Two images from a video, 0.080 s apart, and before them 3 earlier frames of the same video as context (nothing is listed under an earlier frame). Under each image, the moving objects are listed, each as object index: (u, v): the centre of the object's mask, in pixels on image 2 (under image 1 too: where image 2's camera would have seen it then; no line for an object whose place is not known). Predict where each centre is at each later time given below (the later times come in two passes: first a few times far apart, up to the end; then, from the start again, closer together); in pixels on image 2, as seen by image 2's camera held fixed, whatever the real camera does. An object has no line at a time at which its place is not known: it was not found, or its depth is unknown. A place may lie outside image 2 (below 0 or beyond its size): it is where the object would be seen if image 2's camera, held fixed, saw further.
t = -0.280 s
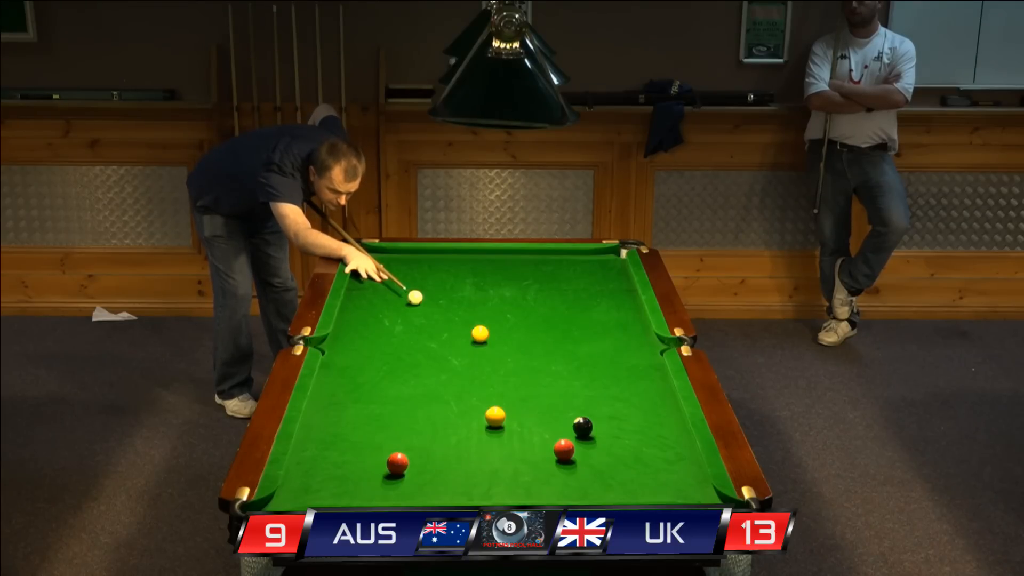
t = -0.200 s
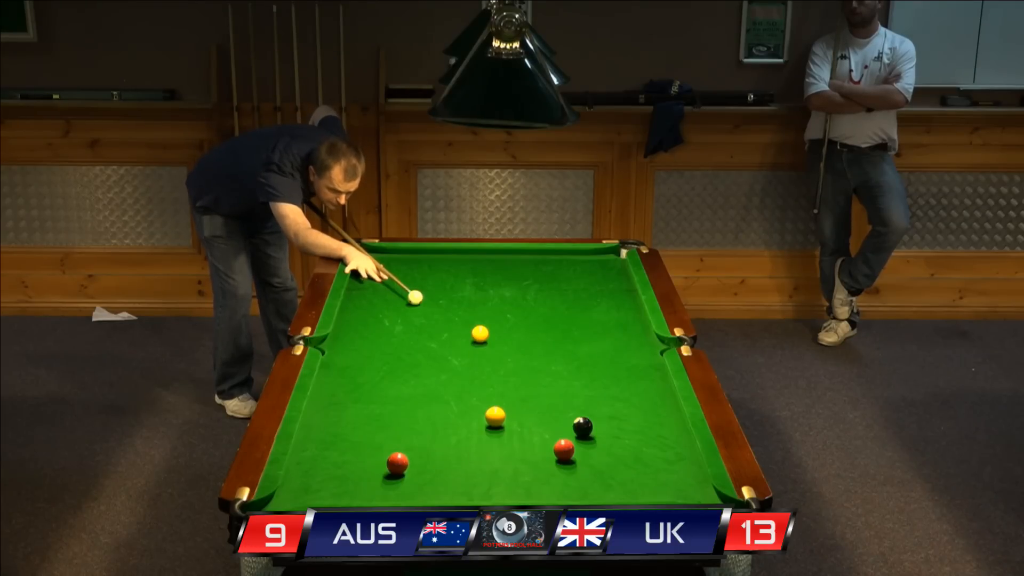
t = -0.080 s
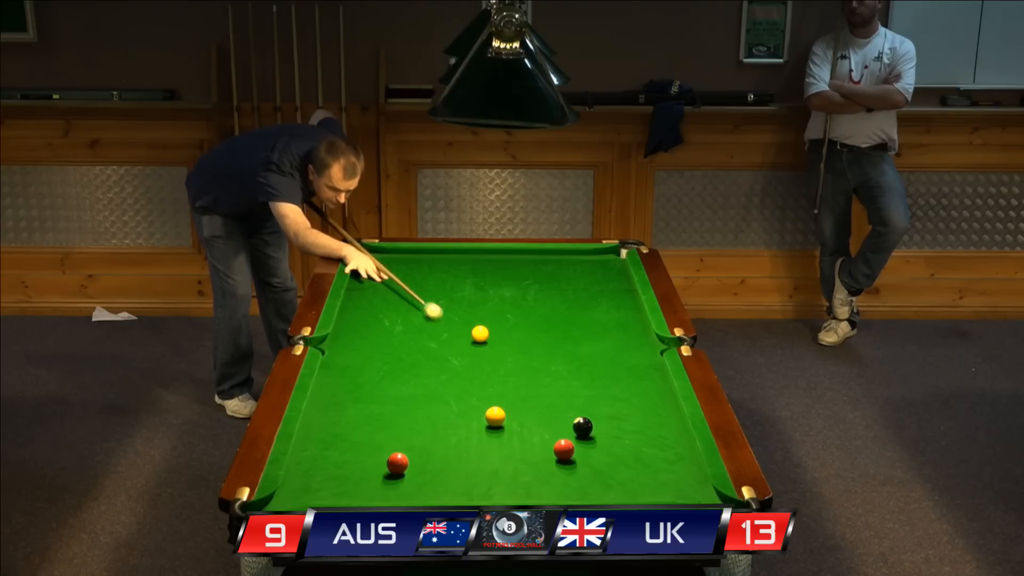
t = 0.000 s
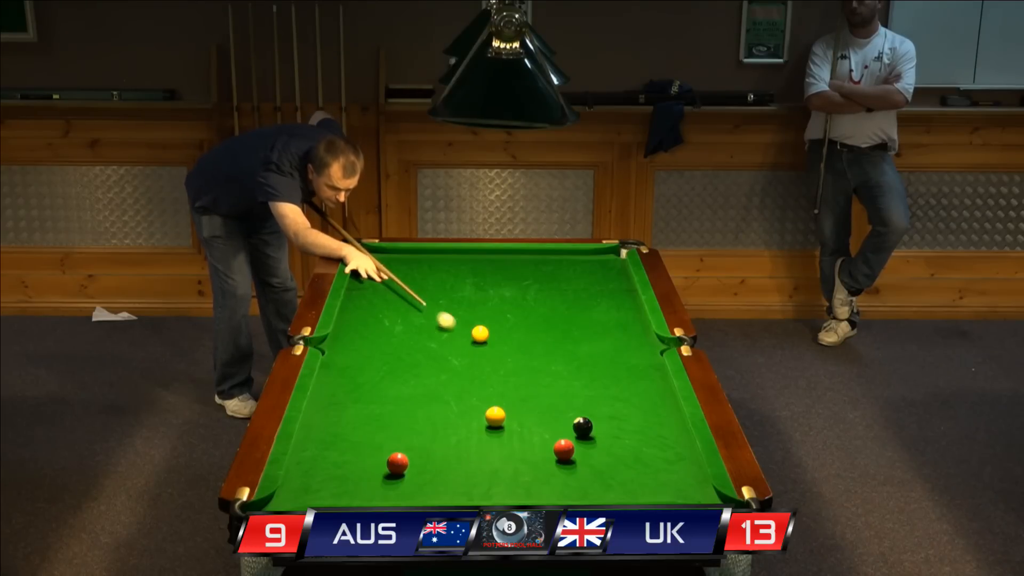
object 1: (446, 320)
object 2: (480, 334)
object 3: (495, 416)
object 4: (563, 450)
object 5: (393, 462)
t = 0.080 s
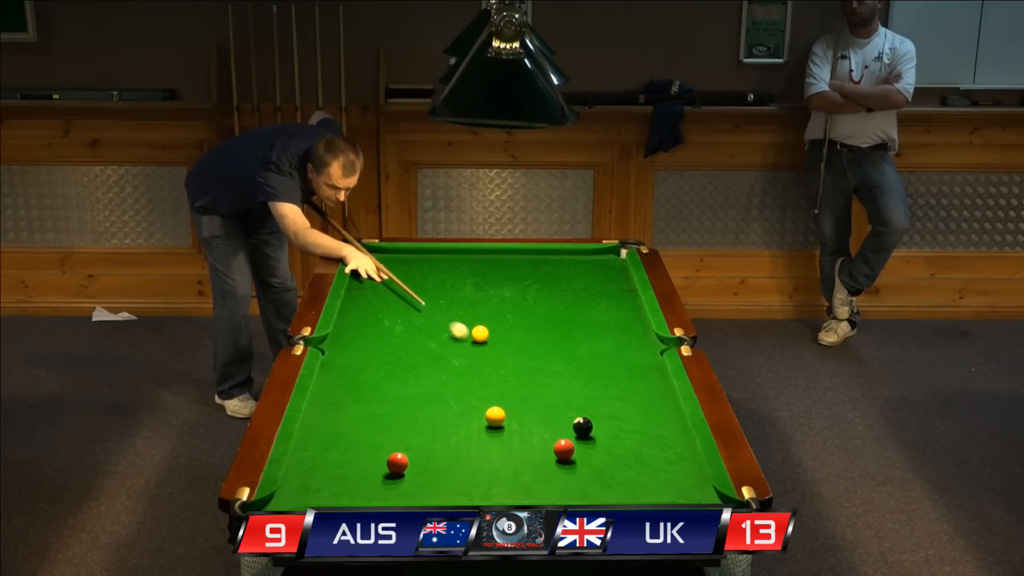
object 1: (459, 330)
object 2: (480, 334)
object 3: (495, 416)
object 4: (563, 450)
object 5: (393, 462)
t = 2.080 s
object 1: (385, 461)
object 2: (618, 337)
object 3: (567, 447)
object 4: (632, 485)
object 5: (346, 493)
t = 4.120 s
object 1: (384, 461)
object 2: (630, 338)
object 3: (567, 447)
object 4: (666, 495)
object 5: (329, 477)
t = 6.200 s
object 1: (385, 461)
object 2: (630, 338)
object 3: (567, 447)
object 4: (666, 495)
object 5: (329, 477)
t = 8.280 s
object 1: (385, 461)
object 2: (630, 338)
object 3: (567, 447)
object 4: (666, 494)
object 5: (329, 477)
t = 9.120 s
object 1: (385, 461)
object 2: (630, 338)
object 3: (567, 447)
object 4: (666, 494)
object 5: (329, 477)
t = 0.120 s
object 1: (463, 335)
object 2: (482, 333)
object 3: (495, 416)
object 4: (563, 450)
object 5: (393, 462)
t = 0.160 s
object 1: (464, 340)
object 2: (487, 334)
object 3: (495, 416)
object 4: (563, 450)
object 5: (393, 462)
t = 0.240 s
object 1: (467, 351)
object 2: (495, 334)
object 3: (495, 416)
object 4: (563, 450)
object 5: (393, 462)
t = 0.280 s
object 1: (468, 356)
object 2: (499, 334)
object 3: (495, 416)
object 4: (563, 450)
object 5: (393, 462)
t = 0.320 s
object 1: (470, 362)
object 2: (503, 334)
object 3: (495, 416)
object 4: (563, 450)
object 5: (393, 462)
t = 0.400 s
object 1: (473, 373)
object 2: (511, 334)
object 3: (495, 416)
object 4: (563, 450)
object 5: (393, 462)
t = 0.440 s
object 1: (474, 378)
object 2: (515, 334)
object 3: (495, 416)
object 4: (563, 450)
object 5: (393, 462)
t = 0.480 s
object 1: (475, 384)
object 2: (518, 334)
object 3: (495, 416)
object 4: (563, 450)
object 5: (393, 462)
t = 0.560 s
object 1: (478, 397)
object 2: (525, 334)
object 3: (495, 416)
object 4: (563, 450)
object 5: (393, 462)
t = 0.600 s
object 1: (480, 403)
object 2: (529, 334)
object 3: (495, 416)
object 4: (563, 450)
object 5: (393, 462)
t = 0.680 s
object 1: (476, 414)
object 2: (536, 335)
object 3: (501, 418)
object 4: (563, 450)
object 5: (393, 462)
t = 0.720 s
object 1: (470, 417)
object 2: (540, 335)
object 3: (507, 421)
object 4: (563, 450)
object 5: (393, 462)
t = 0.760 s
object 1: (465, 420)
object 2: (543, 335)
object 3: (512, 423)
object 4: (563, 450)
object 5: (393, 462)
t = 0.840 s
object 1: (454, 427)
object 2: (549, 335)
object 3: (522, 428)
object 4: (563, 450)
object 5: (393, 462)
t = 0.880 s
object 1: (449, 430)
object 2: (553, 335)
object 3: (528, 431)
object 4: (563, 450)
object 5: (393, 462)
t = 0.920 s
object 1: (444, 434)
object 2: (555, 335)
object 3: (533, 433)
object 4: (563, 450)
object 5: (393, 462)
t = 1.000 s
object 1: (433, 440)
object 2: (562, 336)
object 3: (543, 438)
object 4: (564, 449)
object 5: (393, 462)
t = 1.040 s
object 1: (427, 443)
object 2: (564, 336)
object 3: (548, 440)
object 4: (564, 449)
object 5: (393, 462)
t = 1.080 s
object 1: (422, 447)
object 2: (567, 336)
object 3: (550, 441)
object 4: (567, 451)
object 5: (393, 462)
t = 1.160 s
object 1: (412, 453)
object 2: (573, 336)
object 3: (553, 443)
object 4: (573, 454)
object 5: (394, 462)
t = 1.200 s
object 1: (409, 454)
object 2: (576, 336)
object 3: (555, 443)
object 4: (576, 456)
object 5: (392, 463)
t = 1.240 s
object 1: (407, 454)
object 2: (578, 336)
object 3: (556, 444)
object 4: (579, 457)
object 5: (390, 465)
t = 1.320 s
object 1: (403, 456)
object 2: (583, 336)
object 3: (558, 444)
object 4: (585, 460)
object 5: (384, 469)
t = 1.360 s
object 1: (401, 457)
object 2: (586, 336)
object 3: (559, 445)
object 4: (588, 462)
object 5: (381, 472)
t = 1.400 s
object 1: (399, 457)
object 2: (588, 336)
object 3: (560, 445)
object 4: (591, 463)
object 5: (379, 474)
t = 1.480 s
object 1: (397, 458)
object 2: (592, 336)
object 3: (562, 446)
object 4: (596, 466)
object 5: (373, 479)
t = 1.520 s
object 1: (395, 458)
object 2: (595, 337)
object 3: (563, 446)
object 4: (599, 468)
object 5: (370, 481)
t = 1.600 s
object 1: (393, 459)
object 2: (598, 337)
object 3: (564, 446)
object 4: (604, 471)
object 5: (365, 485)
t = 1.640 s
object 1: (392, 459)
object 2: (600, 337)
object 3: (565, 446)
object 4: (606, 472)
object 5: (362, 487)
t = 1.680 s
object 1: (391, 459)
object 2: (602, 337)
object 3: (565, 447)
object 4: (609, 473)
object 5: (364, 490)
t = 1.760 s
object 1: (389, 460)
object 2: (606, 337)
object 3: (566, 447)
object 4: (614, 476)
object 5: (359, 493)
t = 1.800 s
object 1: (389, 460)
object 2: (608, 337)
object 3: (566, 447)
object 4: (616, 477)
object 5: (357, 494)
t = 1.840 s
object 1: (388, 460)
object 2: (609, 337)
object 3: (567, 447)
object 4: (619, 479)
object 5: (354, 495)
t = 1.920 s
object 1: (387, 461)
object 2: (612, 337)
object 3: (567, 447)
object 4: (623, 481)
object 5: (350, 496)
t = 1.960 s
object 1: (386, 461)
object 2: (614, 337)
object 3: (567, 447)
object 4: (626, 482)
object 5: (349, 495)
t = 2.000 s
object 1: (386, 461)
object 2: (615, 337)
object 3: (567, 447)
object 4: (628, 483)
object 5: (348, 495)
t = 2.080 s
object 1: (385, 461)
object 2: (618, 337)
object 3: (567, 447)
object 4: (632, 485)
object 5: (346, 493)
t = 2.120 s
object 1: (385, 461)
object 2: (619, 337)
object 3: (567, 447)
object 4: (634, 487)
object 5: (345, 493)
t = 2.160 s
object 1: (385, 461)
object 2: (620, 338)
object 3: (567, 447)
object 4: (636, 487)
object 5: (343, 492)
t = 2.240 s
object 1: (384, 461)
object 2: (622, 338)
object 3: (567, 447)
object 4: (640, 489)
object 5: (342, 491)
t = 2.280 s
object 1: (384, 461)
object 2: (623, 338)
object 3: (567, 447)
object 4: (642, 490)
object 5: (340, 490)
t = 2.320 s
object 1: (384, 461)
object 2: (624, 338)
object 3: (567, 447)
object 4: (644, 491)
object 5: (340, 489)
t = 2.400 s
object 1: (384, 461)
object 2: (626, 338)
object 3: (567, 447)
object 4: (648, 492)
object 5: (338, 488)
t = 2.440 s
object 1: (384, 461)
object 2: (627, 338)
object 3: (567, 447)
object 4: (649, 492)
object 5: (337, 486)
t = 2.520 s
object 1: (384, 461)
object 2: (628, 338)
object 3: (567, 447)
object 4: (653, 493)
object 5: (336, 485)
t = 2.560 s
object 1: (384, 461)
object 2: (629, 338)
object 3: (567, 447)
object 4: (654, 494)
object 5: (335, 484)
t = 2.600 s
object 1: (384, 461)
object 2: (629, 338)
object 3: (567, 447)
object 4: (656, 494)
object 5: (334, 483)
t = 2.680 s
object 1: (384, 461)
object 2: (630, 338)
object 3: (567, 447)
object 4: (659, 495)
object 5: (333, 482)
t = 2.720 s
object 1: (384, 461)
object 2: (630, 338)
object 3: (567, 447)
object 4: (660, 496)
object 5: (332, 481)
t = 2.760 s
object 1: (384, 461)
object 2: (631, 338)
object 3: (567, 447)
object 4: (662, 496)
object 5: (332, 481)
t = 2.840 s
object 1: (384, 461)
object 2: (631, 338)
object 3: (567, 447)
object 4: (663, 496)
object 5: (331, 480)
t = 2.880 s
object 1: (384, 461)
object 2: (631, 338)
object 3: (567, 447)
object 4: (663, 495)
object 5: (331, 479)
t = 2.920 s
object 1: (384, 461)
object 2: (631, 338)
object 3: (567, 447)
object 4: (664, 495)
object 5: (330, 479)
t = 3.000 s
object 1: (384, 461)
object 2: (630, 338)
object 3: (567, 447)
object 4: (665, 495)
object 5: (330, 478)
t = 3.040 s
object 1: (384, 461)
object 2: (631, 338)
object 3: (567, 447)
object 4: (665, 495)
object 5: (329, 478)
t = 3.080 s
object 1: (384, 461)
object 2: (630, 338)
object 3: (567, 447)
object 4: (666, 495)
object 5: (329, 478)
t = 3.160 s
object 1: (384, 461)
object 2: (630, 338)
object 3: (567, 447)
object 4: (666, 495)
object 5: (329, 477)
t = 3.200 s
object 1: (384, 461)
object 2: (631, 338)
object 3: (567, 447)
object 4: (666, 495)
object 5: (328, 477)
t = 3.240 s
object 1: (384, 461)
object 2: (630, 338)
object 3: (567, 447)
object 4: (667, 495)
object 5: (328, 477)
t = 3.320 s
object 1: (384, 461)
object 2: (630, 338)
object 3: (567, 447)
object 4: (667, 495)
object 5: (328, 477)
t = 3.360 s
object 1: (384, 461)
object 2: (630, 338)
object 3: (567, 447)
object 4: (667, 494)
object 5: (328, 477)
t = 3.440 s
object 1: (384, 461)
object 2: (630, 338)
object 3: (567, 447)
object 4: (666, 495)
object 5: (328, 477)
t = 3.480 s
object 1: (384, 461)
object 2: (630, 338)
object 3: (567, 447)
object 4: (666, 495)
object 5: (328, 477)
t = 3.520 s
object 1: (384, 461)
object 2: (630, 338)
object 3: (567, 447)
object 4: (666, 495)
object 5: (328, 477)
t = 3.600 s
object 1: (384, 461)
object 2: (630, 338)
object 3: (567, 447)
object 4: (666, 495)
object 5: (329, 477)
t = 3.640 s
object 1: (384, 461)
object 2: (630, 338)
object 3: (567, 447)
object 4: (666, 494)
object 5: (329, 477)
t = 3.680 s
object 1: (384, 461)
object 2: (630, 338)
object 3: (567, 447)
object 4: (666, 495)
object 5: (329, 477)
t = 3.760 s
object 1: (384, 461)
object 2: (630, 338)
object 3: (567, 447)
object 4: (666, 495)
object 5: (329, 477)
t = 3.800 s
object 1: (384, 461)
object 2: (630, 338)
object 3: (567, 447)
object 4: (666, 495)
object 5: (329, 477)
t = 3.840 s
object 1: (384, 461)
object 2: (630, 338)
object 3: (567, 447)
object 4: (666, 495)
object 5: (329, 477)
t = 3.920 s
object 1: (385, 461)
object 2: (630, 338)
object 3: (567, 447)
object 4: (666, 495)
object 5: (329, 477)
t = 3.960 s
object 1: (385, 461)
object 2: (630, 338)
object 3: (567, 447)
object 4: (666, 495)
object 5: (329, 477)
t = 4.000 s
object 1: (385, 461)
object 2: (630, 338)
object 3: (567, 447)
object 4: (666, 495)
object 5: (329, 477)
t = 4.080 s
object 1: (385, 461)
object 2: (630, 338)
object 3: (567, 447)
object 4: (666, 495)
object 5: (329, 477)
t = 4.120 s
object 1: (384, 461)
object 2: (630, 338)
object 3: (567, 447)
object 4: (666, 495)
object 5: (329, 477)
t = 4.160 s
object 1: (385, 461)
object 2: (630, 338)
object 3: (567, 447)
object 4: (666, 495)
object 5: (329, 477)
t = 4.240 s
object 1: (385, 461)
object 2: (630, 338)
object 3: (567, 447)
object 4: (666, 495)
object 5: (329, 477)
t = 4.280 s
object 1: (385, 461)
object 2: (630, 338)
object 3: (567, 447)
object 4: (666, 495)
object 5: (329, 477)
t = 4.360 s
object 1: (385, 461)
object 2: (630, 338)
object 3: (567, 447)
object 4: (666, 495)
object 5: (329, 477)
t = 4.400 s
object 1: (385, 461)
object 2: (630, 338)
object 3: (567, 447)
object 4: (666, 495)
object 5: (329, 477)
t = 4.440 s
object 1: (385, 461)
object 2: (630, 338)
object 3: (567, 447)
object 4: (666, 495)
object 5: (329, 477)
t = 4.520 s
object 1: (385, 461)
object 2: (630, 338)
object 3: (567, 447)
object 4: (666, 495)
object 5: (329, 477)
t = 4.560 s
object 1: (384, 461)
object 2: (630, 338)
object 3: (567, 447)
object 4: (666, 495)
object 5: (329, 477)
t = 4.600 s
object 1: (385, 461)
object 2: (630, 338)
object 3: (567, 447)
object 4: (666, 495)
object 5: (329, 477)
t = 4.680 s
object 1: (385, 461)
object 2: (630, 338)
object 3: (567, 447)
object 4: (666, 495)
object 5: (329, 477)
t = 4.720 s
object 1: (384, 461)
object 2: (630, 338)
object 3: (567, 447)
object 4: (666, 495)
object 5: (329, 477)
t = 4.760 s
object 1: (385, 461)
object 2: (630, 338)
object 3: (567, 447)
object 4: (666, 495)
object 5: (329, 477)
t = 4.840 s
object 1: (385, 461)
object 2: (630, 338)
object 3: (567, 447)
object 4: (666, 495)
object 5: (329, 477)
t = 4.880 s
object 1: (385, 461)
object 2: (630, 338)
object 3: (567, 447)
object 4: (666, 495)
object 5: (329, 477)
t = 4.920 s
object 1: (385, 461)
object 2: (630, 338)
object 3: (567, 447)
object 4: (666, 494)
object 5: (329, 477)
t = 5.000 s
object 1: (385, 461)
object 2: (630, 338)
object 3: (567, 447)
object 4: (666, 495)
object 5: (329, 477)
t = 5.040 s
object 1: (384, 461)
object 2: (630, 338)
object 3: (567, 447)
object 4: (666, 495)
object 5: (329, 477)
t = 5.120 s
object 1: (385, 461)
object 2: (630, 338)
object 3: (567, 447)
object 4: (666, 495)
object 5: (329, 477)
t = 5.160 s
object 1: (384, 461)
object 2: (630, 338)
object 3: (567, 447)
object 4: (666, 495)
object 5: (329, 477)
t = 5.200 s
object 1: (385, 461)
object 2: (630, 338)
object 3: (567, 447)
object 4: (666, 495)
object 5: (329, 477)
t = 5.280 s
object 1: (384, 461)
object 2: (630, 338)
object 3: (567, 447)
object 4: (666, 495)
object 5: (329, 477)
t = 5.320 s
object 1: (384, 461)
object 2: (630, 338)
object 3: (567, 447)
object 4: (666, 495)
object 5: (329, 477)
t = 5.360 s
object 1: (385, 461)
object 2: (630, 338)
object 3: (567, 447)
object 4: (666, 494)
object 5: (329, 477)
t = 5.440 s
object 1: (385, 461)
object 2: (630, 338)
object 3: (567, 447)
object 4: (666, 495)
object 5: (329, 477)
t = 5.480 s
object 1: (385, 461)
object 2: (630, 338)
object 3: (567, 447)
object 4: (666, 495)
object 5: (329, 477)
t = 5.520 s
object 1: (385, 461)
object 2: (630, 338)
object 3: (567, 447)
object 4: (666, 495)
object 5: (329, 477)
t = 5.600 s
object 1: (384, 461)
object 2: (630, 338)
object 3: (567, 447)
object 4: (666, 495)
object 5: (329, 477)
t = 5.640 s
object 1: (384, 461)
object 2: (630, 338)
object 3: (567, 447)
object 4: (666, 494)
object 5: (329, 477)
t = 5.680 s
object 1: (385, 461)
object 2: (630, 338)
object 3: (567, 447)
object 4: (666, 495)
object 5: (329, 477)
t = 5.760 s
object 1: (384, 461)
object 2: (630, 338)
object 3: (567, 447)
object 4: (666, 495)
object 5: (329, 477)
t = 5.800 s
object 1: (384, 461)
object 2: (630, 338)
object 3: (567, 447)
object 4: (666, 495)
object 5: (329, 477)
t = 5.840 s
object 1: (384, 461)
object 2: (630, 338)
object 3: (567, 447)
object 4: (666, 495)
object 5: (329, 477)
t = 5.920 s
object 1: (384, 461)
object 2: (630, 338)
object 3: (567, 447)
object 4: (666, 495)
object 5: (329, 477)
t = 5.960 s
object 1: (384, 461)
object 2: (630, 338)
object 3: (567, 447)
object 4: (666, 495)
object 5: (329, 477)
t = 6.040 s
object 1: (385, 461)
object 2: (630, 338)
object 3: (567, 447)
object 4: (666, 495)
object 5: (329, 477)
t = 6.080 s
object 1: (384, 461)
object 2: (630, 338)
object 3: (567, 447)
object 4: (666, 495)
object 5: (329, 477)
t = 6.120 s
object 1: (384, 461)
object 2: (630, 338)
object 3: (567, 447)
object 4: (666, 495)
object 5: (329, 477)
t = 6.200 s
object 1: (385, 461)
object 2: (630, 338)
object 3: (567, 447)
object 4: (666, 495)
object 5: (329, 477)
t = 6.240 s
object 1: (384, 461)
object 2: (630, 338)
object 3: (567, 447)
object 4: (666, 495)
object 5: (329, 477)
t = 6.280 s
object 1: (384, 461)
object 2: (630, 338)
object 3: (567, 447)
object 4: (666, 495)
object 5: (329, 477)
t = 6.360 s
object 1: (385, 461)
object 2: (630, 338)
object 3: (567, 447)
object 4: (666, 495)
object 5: (329, 477)
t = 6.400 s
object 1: (385, 461)
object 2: (630, 338)
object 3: (567, 447)
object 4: (666, 495)
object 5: (329, 477)
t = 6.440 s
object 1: (384, 461)
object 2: (630, 338)
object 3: (567, 447)
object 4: (666, 495)
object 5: (329, 477)
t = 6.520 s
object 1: (385, 461)
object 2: (630, 338)
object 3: (567, 447)
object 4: (666, 495)
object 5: (329, 477)
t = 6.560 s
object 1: (385, 461)
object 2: (630, 338)
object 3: (567, 447)
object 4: (666, 495)
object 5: (329, 477)
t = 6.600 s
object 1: (385, 461)
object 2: (630, 338)
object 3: (567, 447)
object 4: (666, 495)
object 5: (329, 477)
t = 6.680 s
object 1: (385, 461)
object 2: (630, 338)
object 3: (567, 447)
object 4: (666, 495)
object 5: (329, 477)
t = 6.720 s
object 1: (385, 461)
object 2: (630, 338)
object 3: (567, 447)
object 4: (666, 495)
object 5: (329, 477)
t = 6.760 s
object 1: (384, 461)
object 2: (630, 338)
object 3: (567, 447)
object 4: (666, 495)
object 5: (329, 477)
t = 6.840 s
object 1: (385, 461)
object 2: (630, 338)
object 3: (567, 447)
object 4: (666, 495)
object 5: (329, 477)
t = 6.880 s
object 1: (384, 461)
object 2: (630, 338)
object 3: (567, 447)
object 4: (666, 495)
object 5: (329, 477)
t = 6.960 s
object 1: (384, 461)
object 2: (630, 338)
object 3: (567, 447)
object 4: (666, 495)
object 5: (329, 477)
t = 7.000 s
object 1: (385, 461)
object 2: (630, 338)
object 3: (567, 447)
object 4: (666, 495)
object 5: (329, 477)
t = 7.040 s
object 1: (385, 461)
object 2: (630, 338)
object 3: (567, 447)
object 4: (666, 495)
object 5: (329, 477)
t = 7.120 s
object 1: (385, 461)
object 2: (630, 338)
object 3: (567, 447)
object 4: (666, 495)
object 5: (329, 477)
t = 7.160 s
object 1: (385, 461)
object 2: (630, 338)
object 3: (567, 447)
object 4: (666, 495)
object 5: (329, 477)
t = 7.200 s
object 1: (385, 461)
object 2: (630, 338)
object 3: (567, 447)
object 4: (666, 495)
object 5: (329, 477)
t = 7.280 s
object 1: (385, 461)
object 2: (630, 338)
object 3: (567, 447)
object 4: (666, 494)
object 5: (329, 477)
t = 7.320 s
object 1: (385, 461)
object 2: (630, 338)
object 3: (567, 447)
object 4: (666, 495)
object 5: (329, 477)
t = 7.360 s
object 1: (385, 461)
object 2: (630, 338)
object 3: (567, 447)
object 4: (666, 494)
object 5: (329, 477)
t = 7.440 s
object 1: (384, 461)
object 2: (630, 338)
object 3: (567, 447)
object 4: (666, 495)
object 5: (329, 477)
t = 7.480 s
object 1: (385, 461)
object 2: (630, 338)
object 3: (567, 447)
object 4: (666, 494)
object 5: (329, 477)
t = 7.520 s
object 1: (385, 461)
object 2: (630, 338)
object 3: (567, 447)
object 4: (666, 494)
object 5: (329, 477)
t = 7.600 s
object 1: (384, 461)
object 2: (630, 338)
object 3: (567, 447)
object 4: (666, 494)
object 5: (329, 477)
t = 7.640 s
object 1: (385, 461)
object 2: (630, 338)
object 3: (567, 447)
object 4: (666, 494)
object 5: (329, 477)
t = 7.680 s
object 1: (385, 461)
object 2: (630, 338)
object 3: (567, 447)
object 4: (666, 495)
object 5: (329, 477)
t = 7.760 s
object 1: (384, 461)
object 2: (630, 338)
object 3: (567, 447)
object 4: (666, 494)
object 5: (329, 477)
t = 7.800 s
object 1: (385, 461)
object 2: (630, 338)
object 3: (567, 447)
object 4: (666, 494)
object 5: (329, 477)
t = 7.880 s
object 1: (385, 461)
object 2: (630, 338)
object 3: (567, 447)
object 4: (666, 494)
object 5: (329, 477)
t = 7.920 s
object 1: (385, 461)
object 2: (630, 338)
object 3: (567, 447)
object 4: (666, 494)
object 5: (329, 477)
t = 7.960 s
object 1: (384, 461)
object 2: (630, 338)
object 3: (567, 447)
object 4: (666, 494)
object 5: (329, 477)
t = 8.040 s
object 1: (385, 461)
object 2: (630, 338)
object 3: (567, 447)
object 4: (666, 494)
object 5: (329, 477)
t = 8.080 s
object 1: (385, 461)
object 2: (630, 338)
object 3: (567, 447)
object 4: (666, 494)
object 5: (329, 477)
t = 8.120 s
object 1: (384, 461)
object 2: (630, 338)
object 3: (567, 447)
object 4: (666, 494)
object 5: (329, 477)
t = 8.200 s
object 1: (384, 461)
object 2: (630, 338)
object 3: (567, 447)
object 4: (666, 494)
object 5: (329, 478)
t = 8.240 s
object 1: (385, 461)
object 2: (630, 338)
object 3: (567, 447)
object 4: (666, 494)
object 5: (329, 477)
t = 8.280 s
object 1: (385, 461)
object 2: (630, 338)
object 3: (567, 447)
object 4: (666, 494)
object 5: (329, 477)
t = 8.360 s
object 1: (385, 461)
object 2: (630, 338)
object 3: (567, 447)
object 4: (666, 494)
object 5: (329, 477)
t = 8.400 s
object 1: (385, 461)
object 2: (630, 338)
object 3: (567, 447)
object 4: (666, 494)
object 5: (329, 477)
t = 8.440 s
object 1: (385, 461)
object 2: (630, 338)
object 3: (567, 447)
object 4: (666, 494)
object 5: (329, 477)
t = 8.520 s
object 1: (385, 461)
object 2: (630, 338)
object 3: (567, 447)
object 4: (666, 494)
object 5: (329, 477)
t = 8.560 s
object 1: (385, 461)
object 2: (630, 338)
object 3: (567, 447)
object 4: (666, 494)
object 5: (329, 477)
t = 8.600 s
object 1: (385, 461)
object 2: (630, 338)
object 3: (567, 447)
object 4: (666, 494)
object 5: (329, 477)
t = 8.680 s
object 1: (385, 461)
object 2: (630, 338)
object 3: (567, 447)
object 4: (666, 494)
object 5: (329, 477)
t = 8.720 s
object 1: (384, 461)
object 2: (630, 338)
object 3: (567, 447)
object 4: (666, 494)
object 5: (329, 477)
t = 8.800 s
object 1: (384, 461)
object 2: (630, 338)
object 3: (567, 447)
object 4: (666, 494)
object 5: (329, 477)
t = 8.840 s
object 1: (385, 461)
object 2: (630, 338)
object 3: (567, 447)
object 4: (666, 494)
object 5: (329, 477)
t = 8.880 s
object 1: (385, 461)
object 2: (630, 338)
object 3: (567, 447)
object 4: (666, 494)
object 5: (329, 477)
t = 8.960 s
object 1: (385, 461)
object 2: (630, 338)
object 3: (567, 447)
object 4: (666, 494)
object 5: (329, 477)
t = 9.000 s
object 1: (385, 461)
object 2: (630, 338)
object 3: (567, 447)
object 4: (666, 494)
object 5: (329, 477)
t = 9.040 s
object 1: (385, 461)
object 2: (630, 338)
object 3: (567, 447)
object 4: (666, 494)
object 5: (329, 477)
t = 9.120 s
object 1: (385, 461)
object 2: (630, 338)
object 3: (567, 447)
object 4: (666, 494)
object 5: (329, 477)
